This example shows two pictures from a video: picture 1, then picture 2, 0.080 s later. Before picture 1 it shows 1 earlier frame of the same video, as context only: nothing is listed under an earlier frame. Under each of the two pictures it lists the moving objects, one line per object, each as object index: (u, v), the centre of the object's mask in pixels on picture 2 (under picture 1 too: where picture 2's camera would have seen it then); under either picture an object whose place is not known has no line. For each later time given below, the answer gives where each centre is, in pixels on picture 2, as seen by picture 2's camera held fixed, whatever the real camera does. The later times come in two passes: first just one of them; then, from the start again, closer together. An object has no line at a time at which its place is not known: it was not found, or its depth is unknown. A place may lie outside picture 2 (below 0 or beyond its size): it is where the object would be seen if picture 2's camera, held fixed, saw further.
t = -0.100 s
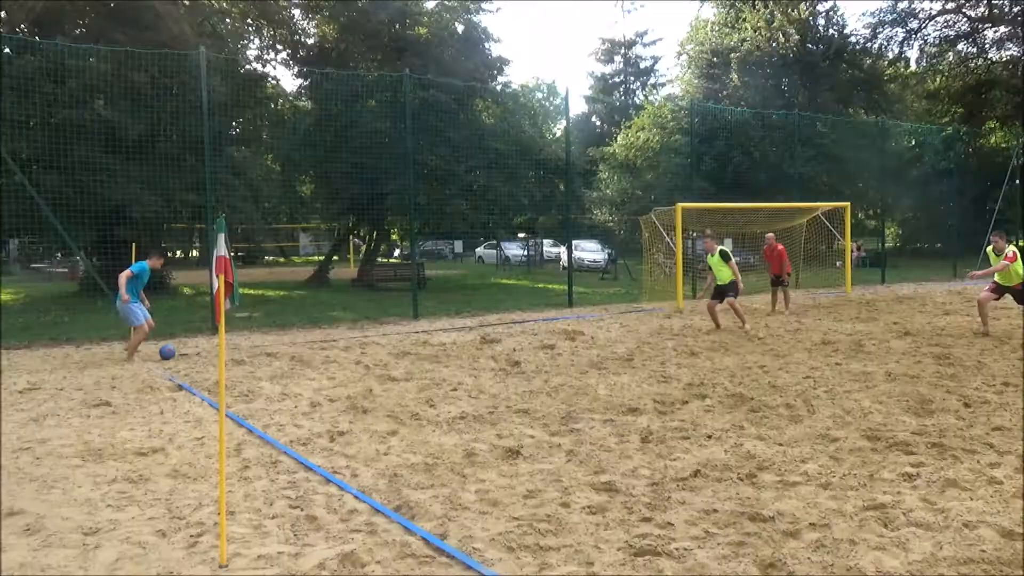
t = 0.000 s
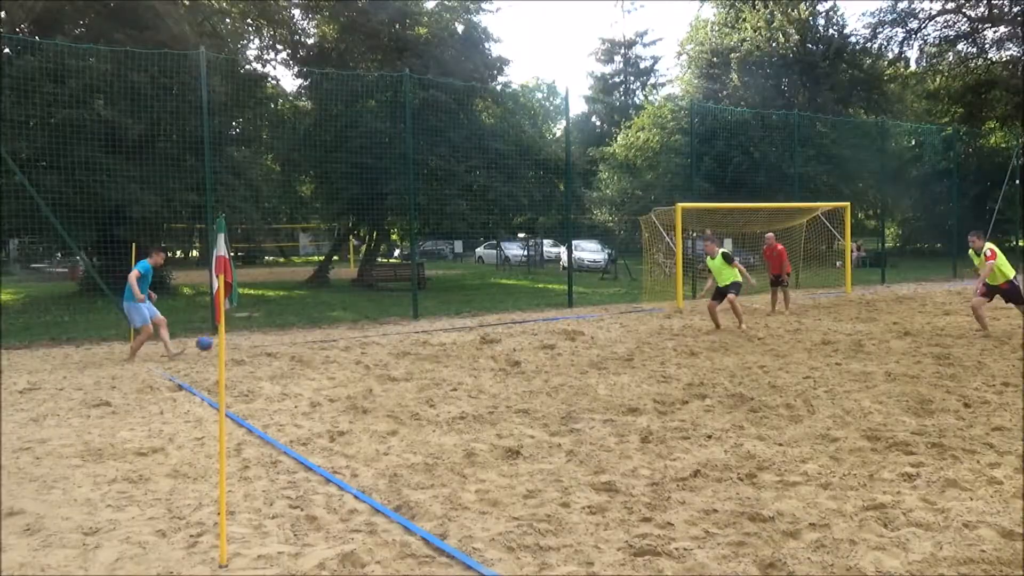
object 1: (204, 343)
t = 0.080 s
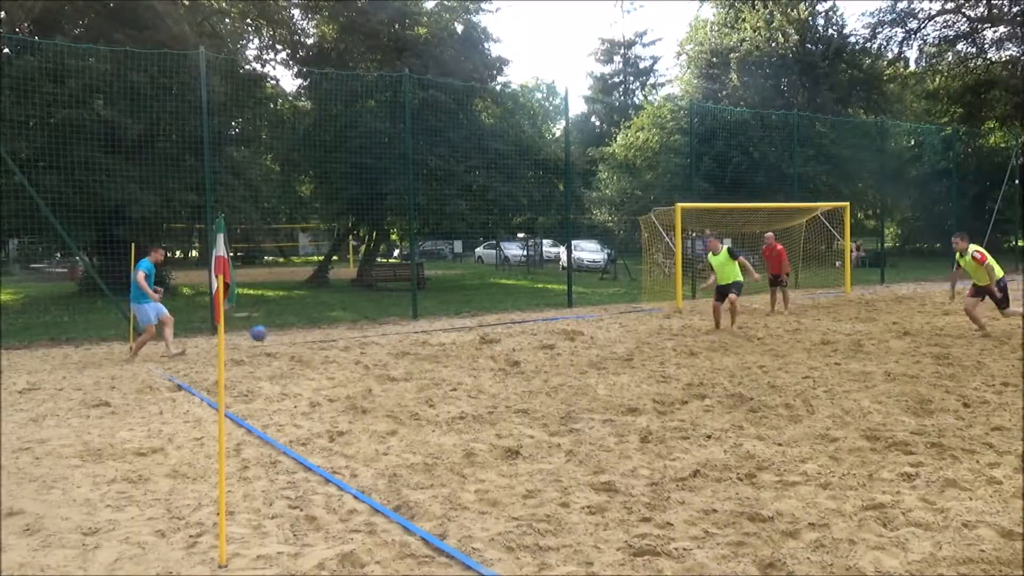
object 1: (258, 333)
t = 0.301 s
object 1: (423, 328)
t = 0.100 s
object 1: (273, 331)
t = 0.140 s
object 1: (301, 328)
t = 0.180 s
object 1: (330, 327)
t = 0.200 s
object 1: (345, 326)
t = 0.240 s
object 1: (375, 326)
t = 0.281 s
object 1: (407, 327)
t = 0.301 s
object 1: (423, 328)
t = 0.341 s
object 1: (456, 330)
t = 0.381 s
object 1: (488, 334)
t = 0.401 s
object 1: (505, 336)
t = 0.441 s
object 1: (541, 342)
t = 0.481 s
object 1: (577, 349)
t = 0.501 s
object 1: (595, 354)
